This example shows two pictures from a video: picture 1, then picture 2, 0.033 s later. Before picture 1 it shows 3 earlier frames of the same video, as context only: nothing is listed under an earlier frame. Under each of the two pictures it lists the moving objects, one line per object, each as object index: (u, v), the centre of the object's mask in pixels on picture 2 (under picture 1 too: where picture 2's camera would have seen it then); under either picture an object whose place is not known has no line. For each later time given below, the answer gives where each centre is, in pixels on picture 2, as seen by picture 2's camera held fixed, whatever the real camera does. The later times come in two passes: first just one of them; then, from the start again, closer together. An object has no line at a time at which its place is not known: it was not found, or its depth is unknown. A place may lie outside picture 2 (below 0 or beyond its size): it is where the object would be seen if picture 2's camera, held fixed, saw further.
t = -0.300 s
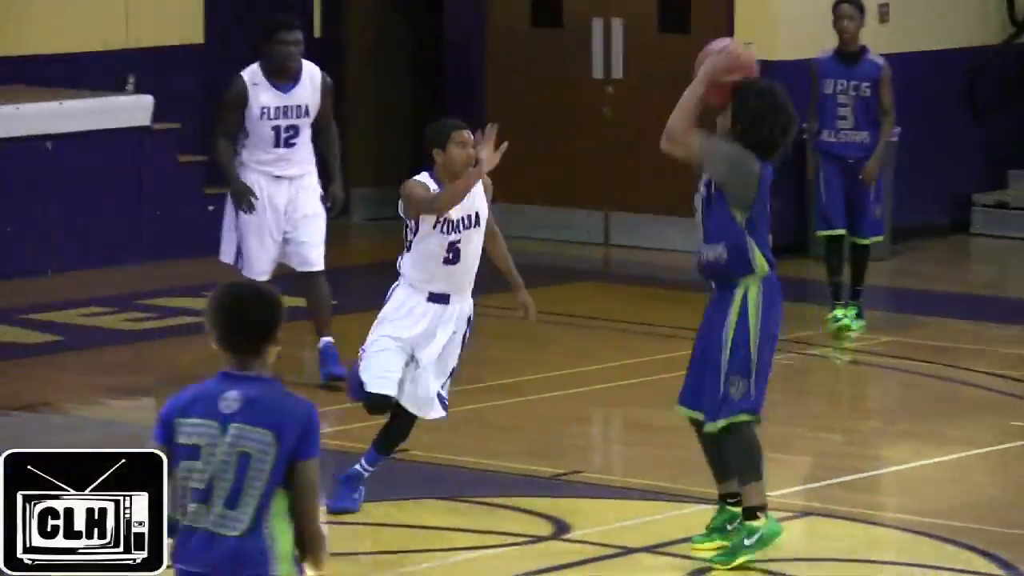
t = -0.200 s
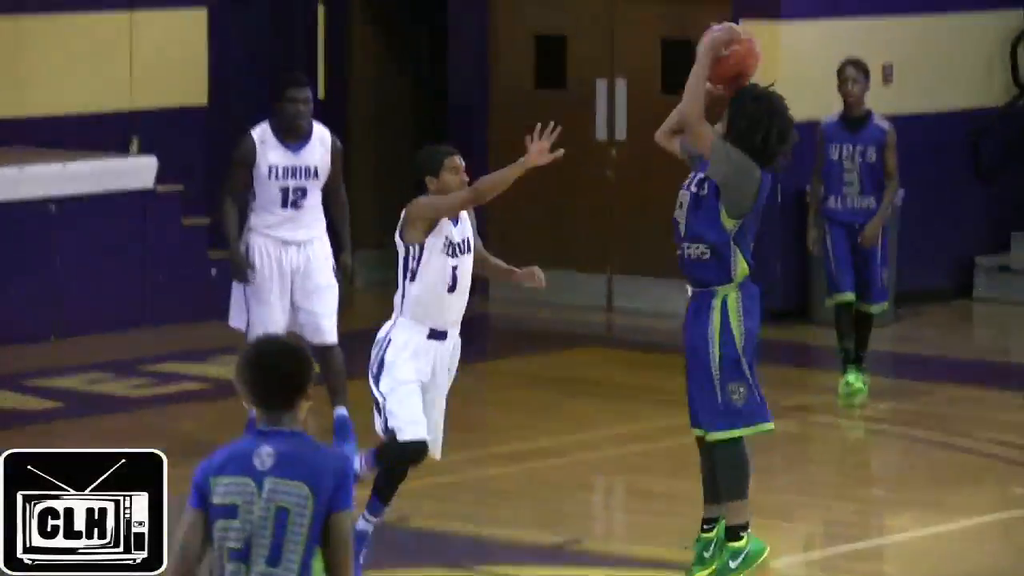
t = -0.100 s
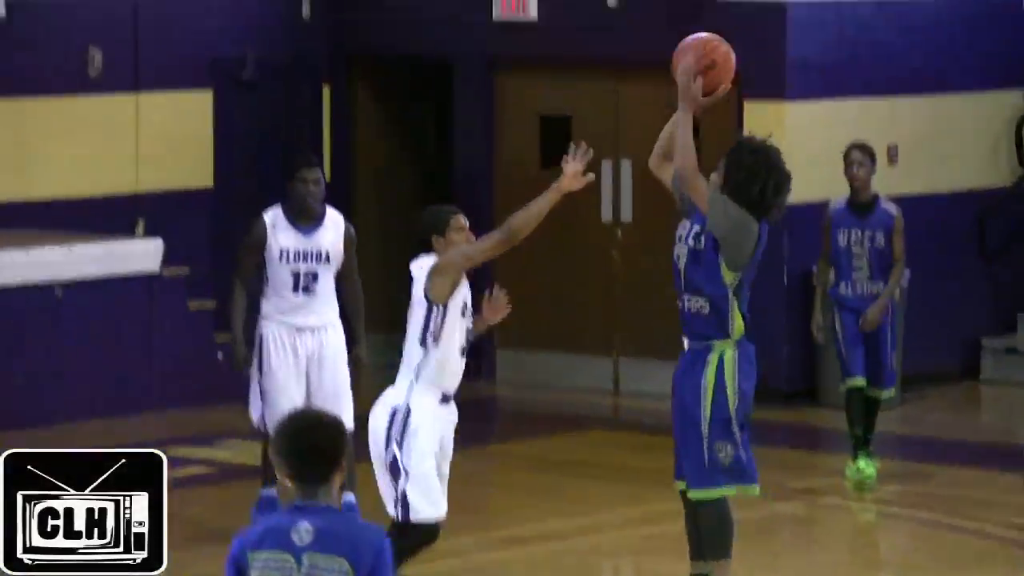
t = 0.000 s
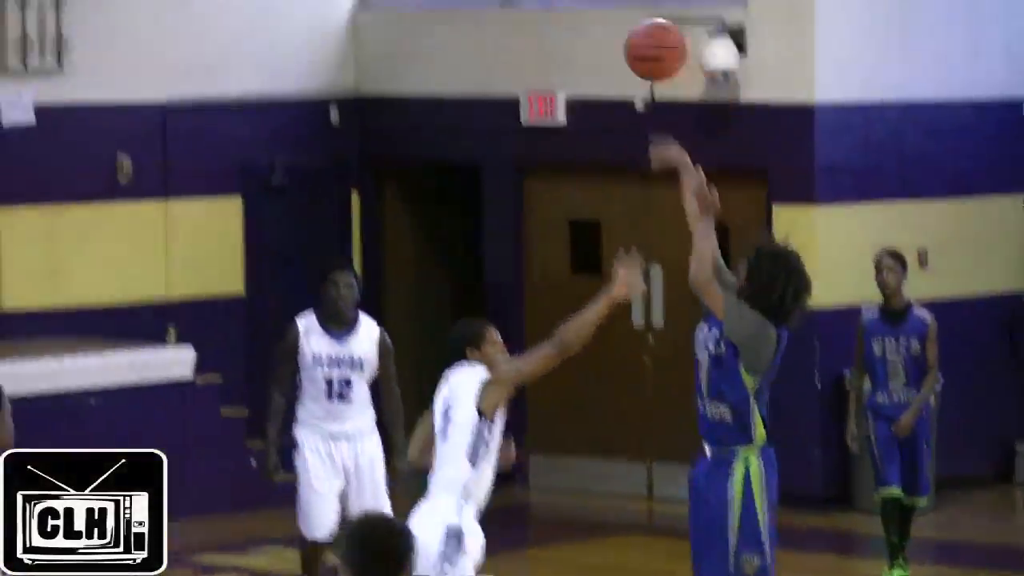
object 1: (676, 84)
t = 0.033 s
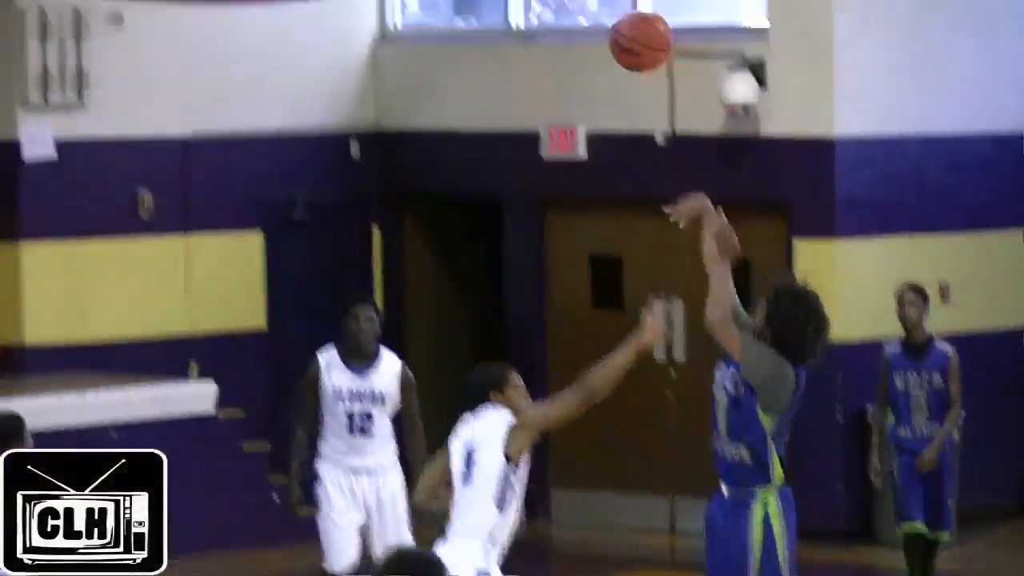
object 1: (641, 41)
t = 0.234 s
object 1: (437, -149)
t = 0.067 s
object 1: (606, 1)
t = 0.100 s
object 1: (571, -37)
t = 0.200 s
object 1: (470, -126)
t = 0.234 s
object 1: (437, -149)
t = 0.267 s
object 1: (403, -168)
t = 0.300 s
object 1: (371, -185)
